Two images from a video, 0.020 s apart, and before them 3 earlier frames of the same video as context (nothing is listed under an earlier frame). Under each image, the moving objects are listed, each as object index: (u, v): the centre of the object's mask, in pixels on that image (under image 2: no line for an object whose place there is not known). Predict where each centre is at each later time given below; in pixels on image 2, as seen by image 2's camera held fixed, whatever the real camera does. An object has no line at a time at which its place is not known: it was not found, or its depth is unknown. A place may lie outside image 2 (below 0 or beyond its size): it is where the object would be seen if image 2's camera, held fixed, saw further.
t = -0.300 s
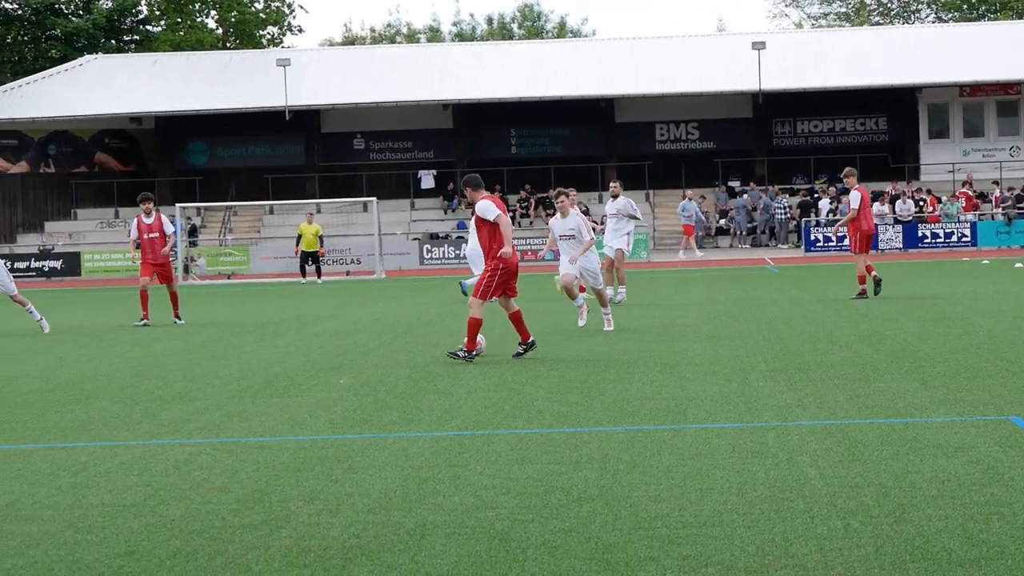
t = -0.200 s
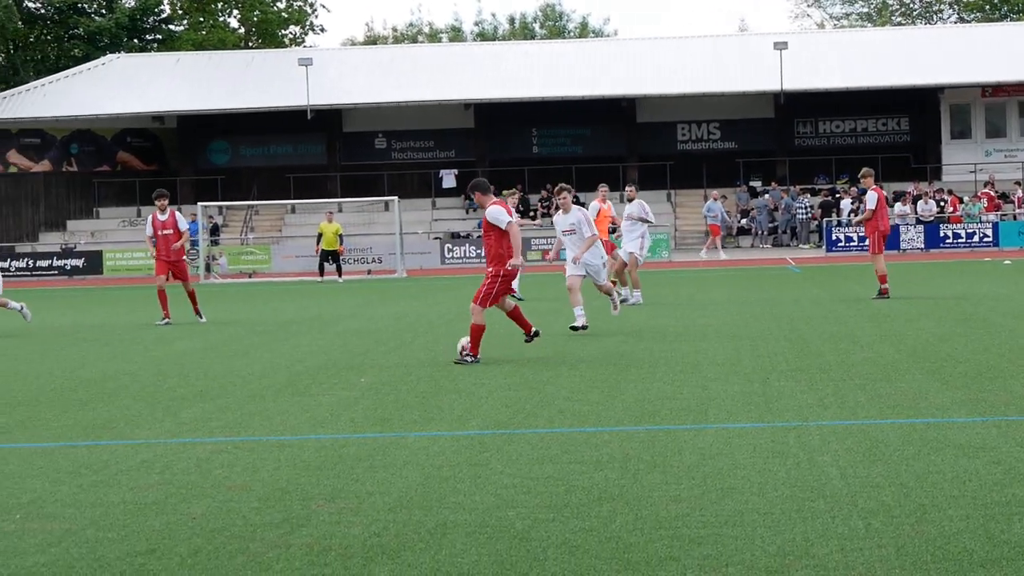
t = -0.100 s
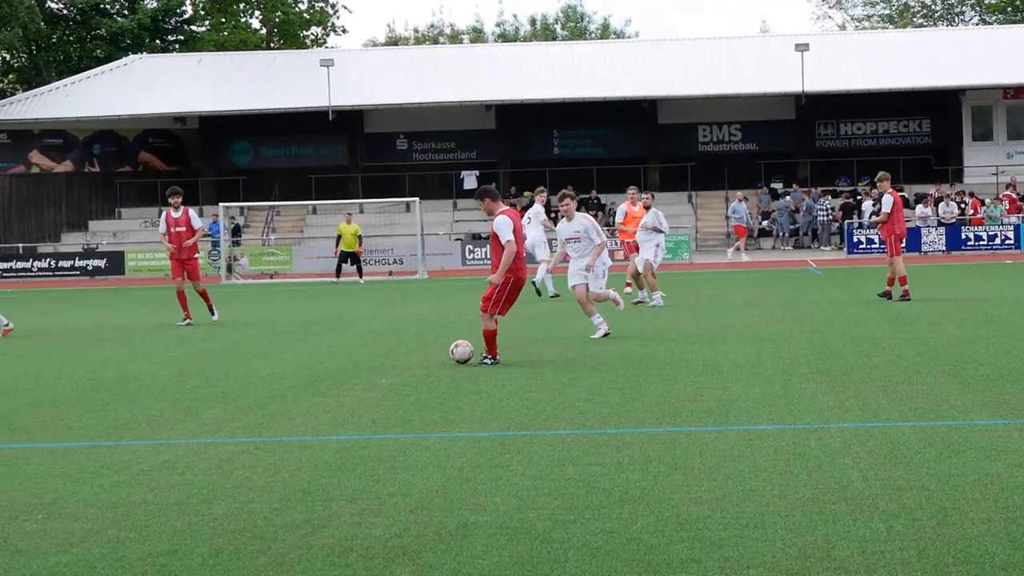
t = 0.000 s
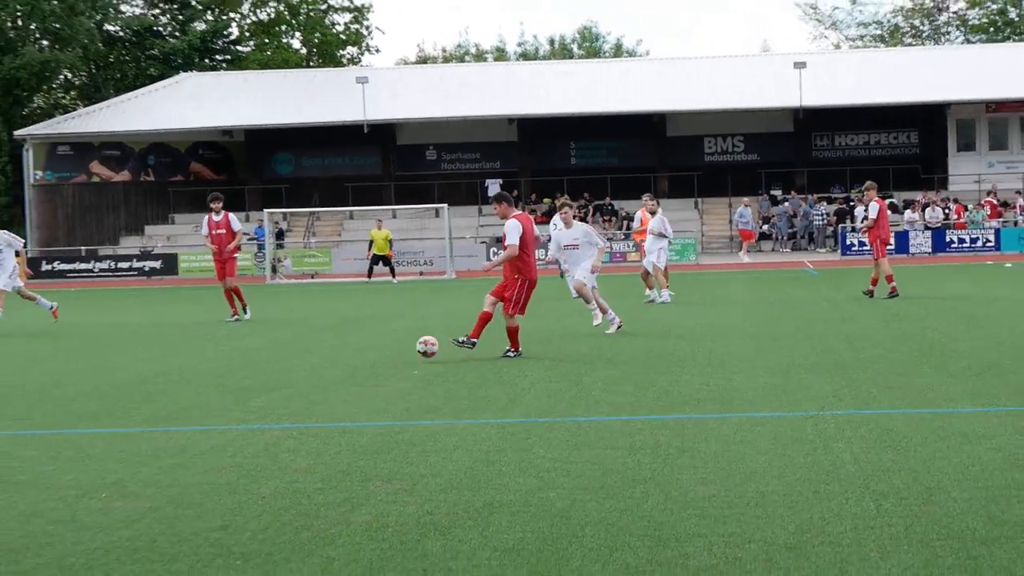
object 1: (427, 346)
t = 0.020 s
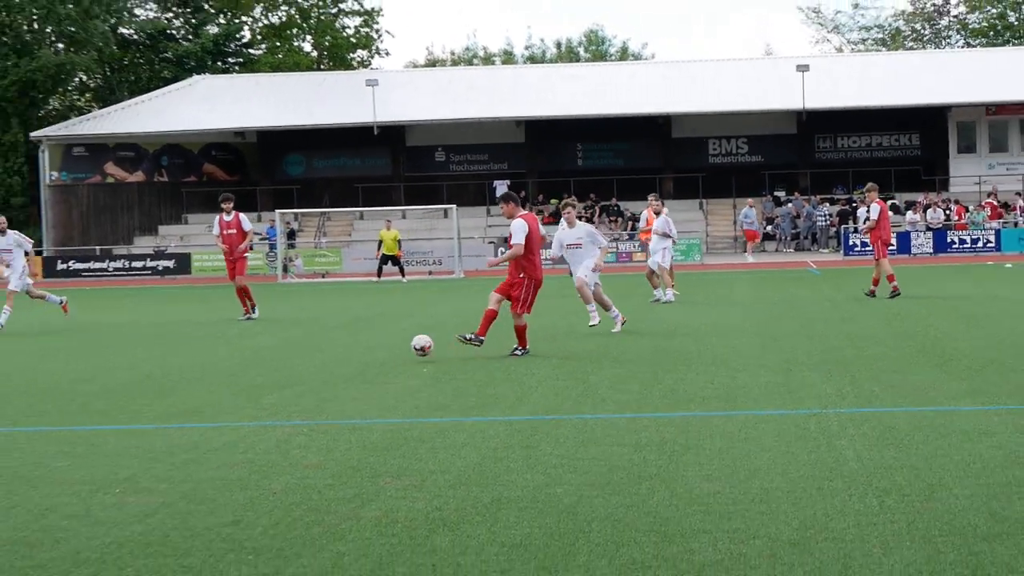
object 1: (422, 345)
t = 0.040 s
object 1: (409, 345)
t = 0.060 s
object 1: (396, 345)
